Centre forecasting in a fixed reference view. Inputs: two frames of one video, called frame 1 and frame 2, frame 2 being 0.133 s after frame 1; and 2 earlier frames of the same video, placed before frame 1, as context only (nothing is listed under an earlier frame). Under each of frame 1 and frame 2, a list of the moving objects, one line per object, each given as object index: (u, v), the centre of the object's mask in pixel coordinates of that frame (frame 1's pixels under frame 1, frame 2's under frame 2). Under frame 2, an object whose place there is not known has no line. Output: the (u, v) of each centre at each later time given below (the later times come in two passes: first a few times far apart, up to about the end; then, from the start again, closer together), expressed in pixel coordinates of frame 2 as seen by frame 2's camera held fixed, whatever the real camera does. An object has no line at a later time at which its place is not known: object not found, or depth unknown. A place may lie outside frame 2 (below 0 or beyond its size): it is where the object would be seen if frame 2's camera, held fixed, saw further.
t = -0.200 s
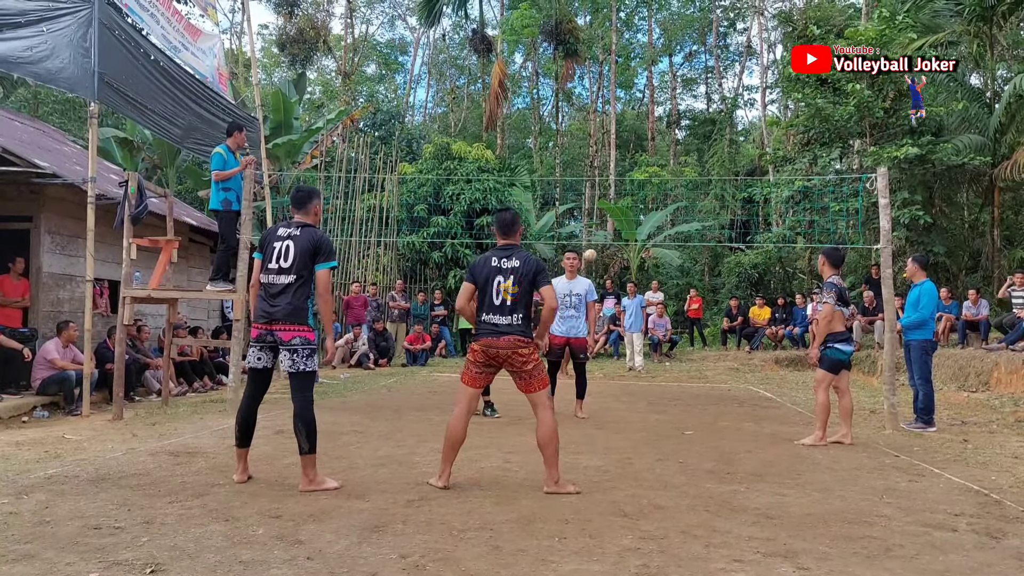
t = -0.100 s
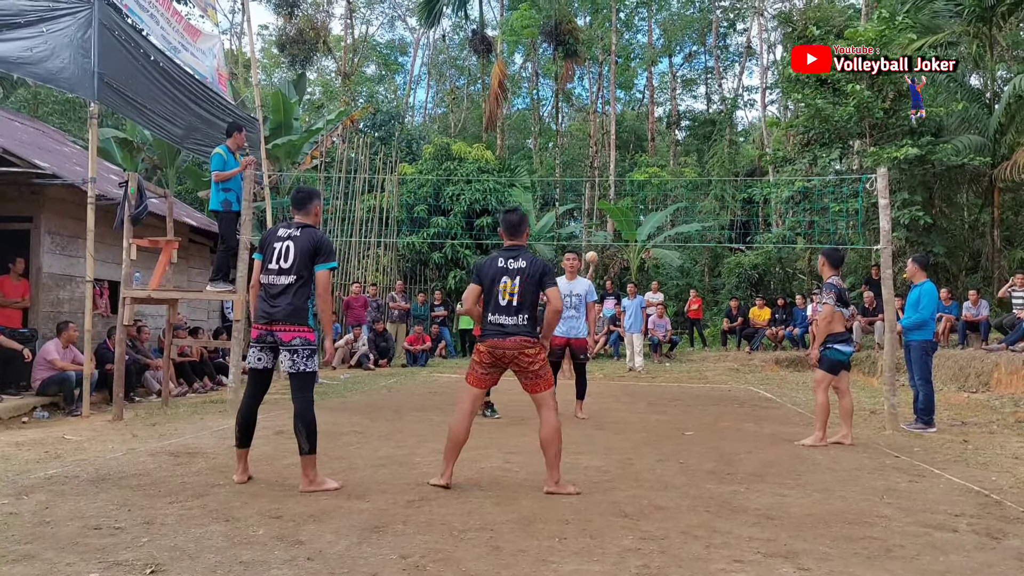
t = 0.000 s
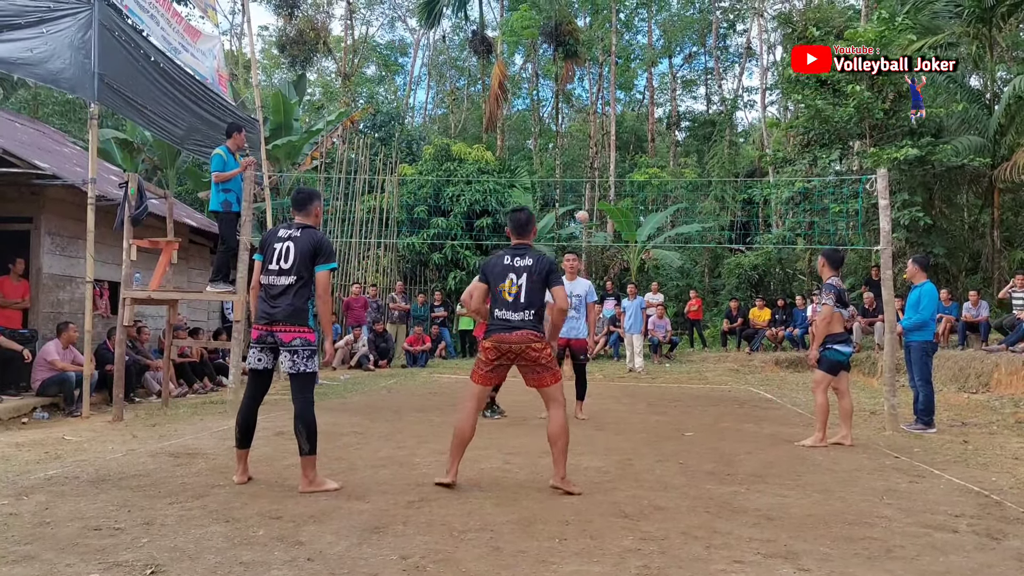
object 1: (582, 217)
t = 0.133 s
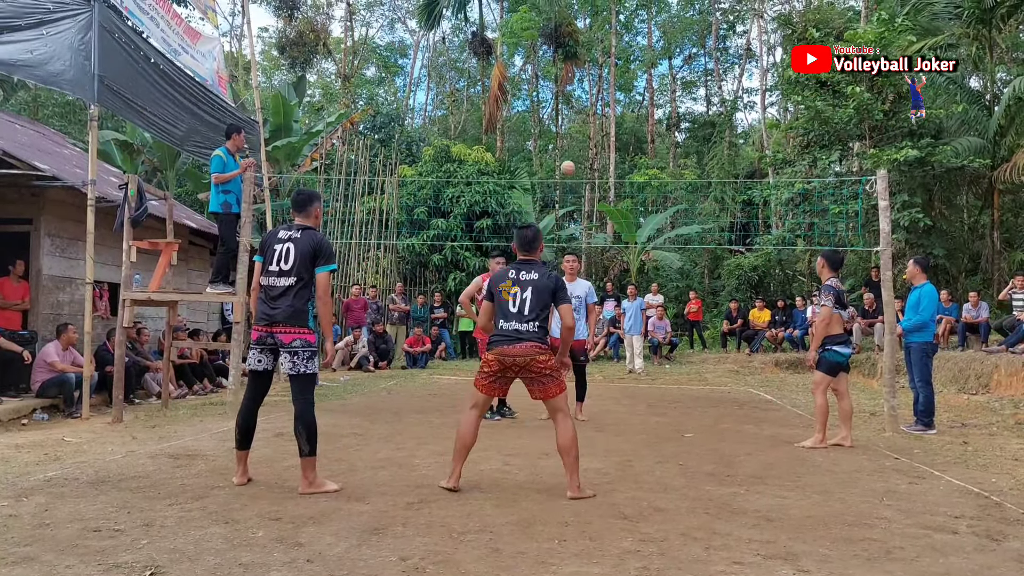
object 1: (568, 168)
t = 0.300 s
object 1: (545, 111)
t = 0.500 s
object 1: (516, 58)
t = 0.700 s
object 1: (478, 33)
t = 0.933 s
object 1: (426, 54)
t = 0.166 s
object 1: (563, 156)
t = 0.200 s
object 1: (559, 144)
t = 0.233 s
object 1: (555, 133)
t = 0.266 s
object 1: (550, 121)
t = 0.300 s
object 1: (545, 111)
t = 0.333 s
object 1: (540, 101)
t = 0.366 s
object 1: (536, 91)
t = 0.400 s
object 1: (531, 82)
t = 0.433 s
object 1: (527, 74)
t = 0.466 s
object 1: (520, 65)
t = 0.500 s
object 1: (516, 58)
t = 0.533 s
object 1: (510, 52)
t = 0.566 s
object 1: (503, 46)
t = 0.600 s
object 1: (498, 42)
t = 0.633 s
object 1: (492, 38)
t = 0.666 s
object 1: (486, 35)
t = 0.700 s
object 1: (478, 33)
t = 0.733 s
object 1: (472, 32)
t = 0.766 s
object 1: (466, 32)
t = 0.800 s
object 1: (458, 35)
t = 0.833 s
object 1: (451, 37)
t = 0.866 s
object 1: (442, 41)
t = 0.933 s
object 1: (426, 54)
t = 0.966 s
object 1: (415, 63)
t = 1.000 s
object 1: (406, 74)
